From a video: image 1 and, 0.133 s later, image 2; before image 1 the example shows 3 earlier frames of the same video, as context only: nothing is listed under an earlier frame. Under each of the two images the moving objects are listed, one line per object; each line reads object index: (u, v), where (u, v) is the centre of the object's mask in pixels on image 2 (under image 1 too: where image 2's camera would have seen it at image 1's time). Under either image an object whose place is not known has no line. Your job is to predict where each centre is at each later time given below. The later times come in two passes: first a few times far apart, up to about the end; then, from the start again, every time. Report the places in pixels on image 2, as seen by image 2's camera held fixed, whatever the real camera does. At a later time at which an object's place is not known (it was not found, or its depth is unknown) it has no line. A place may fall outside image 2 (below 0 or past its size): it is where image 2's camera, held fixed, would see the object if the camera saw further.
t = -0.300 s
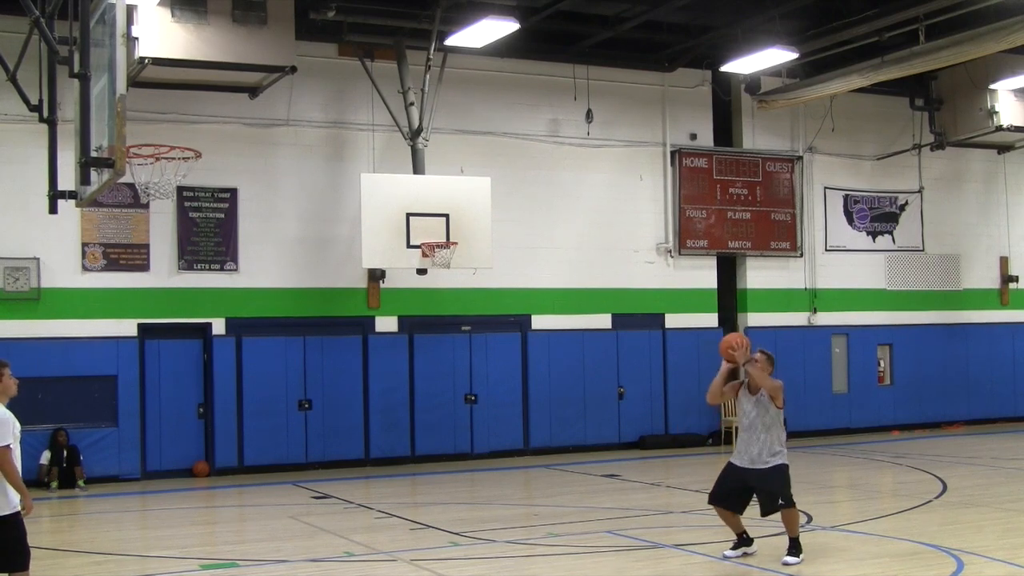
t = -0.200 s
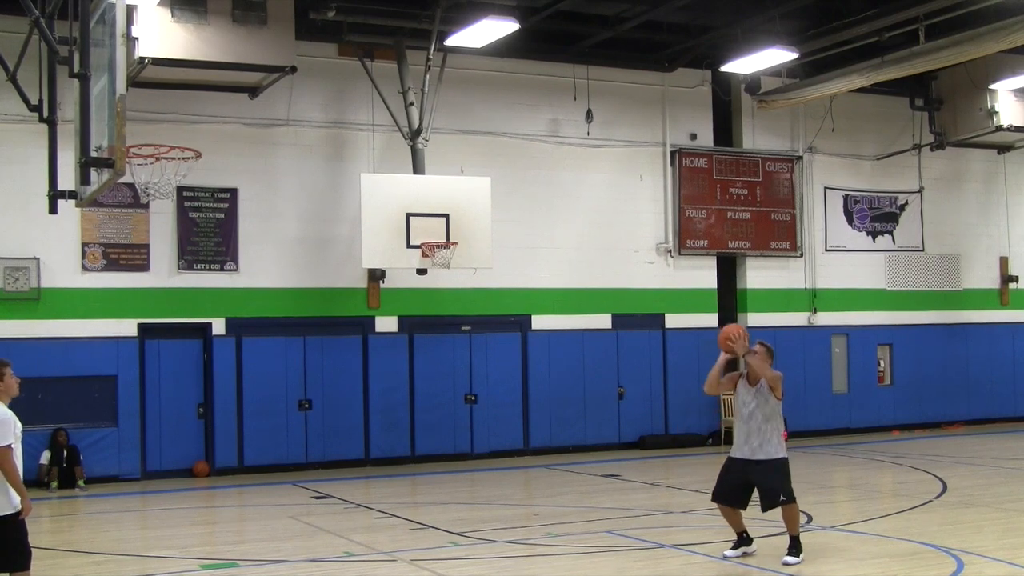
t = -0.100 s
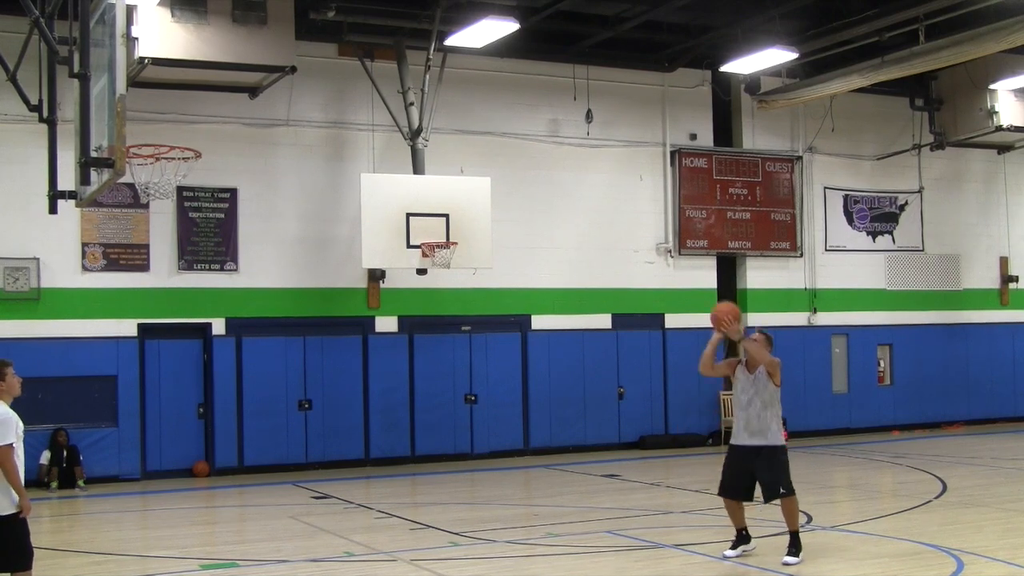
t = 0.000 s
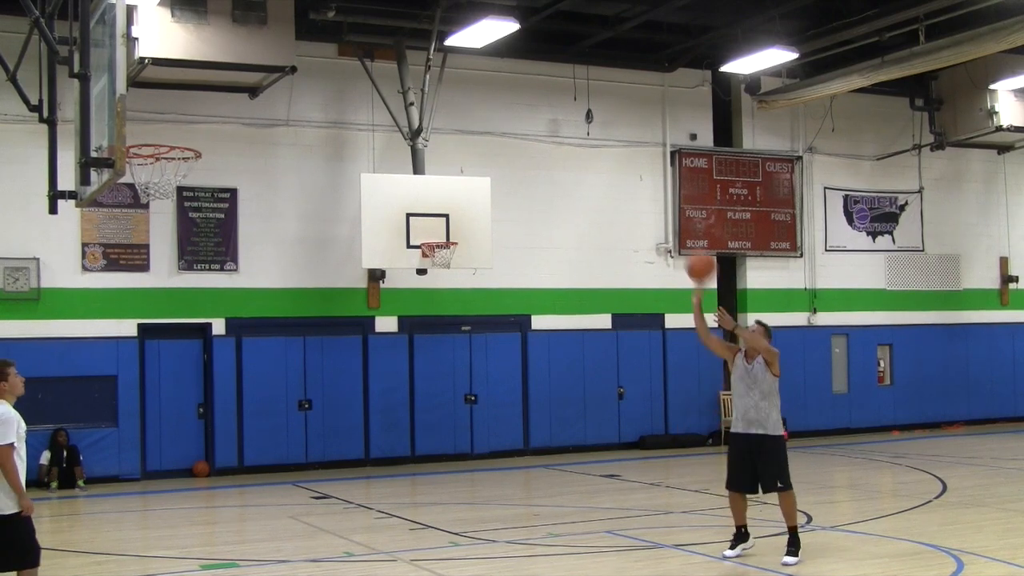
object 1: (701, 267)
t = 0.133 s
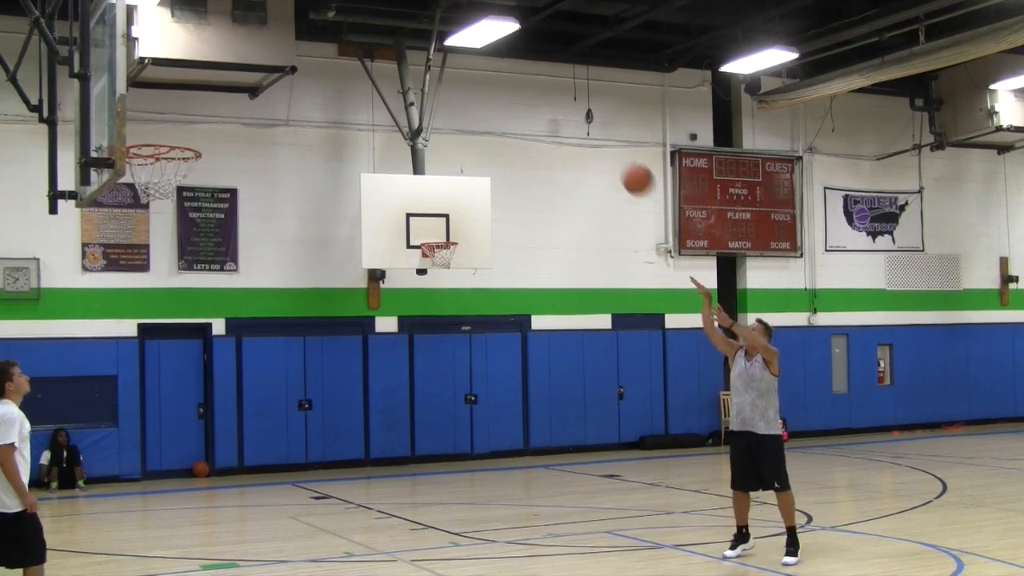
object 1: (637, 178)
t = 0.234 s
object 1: (589, 126)
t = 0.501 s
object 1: (452, 41)
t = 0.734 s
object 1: (331, 41)
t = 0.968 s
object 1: (195, 120)
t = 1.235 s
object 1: (147, 190)
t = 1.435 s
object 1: (174, 249)
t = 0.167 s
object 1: (622, 160)
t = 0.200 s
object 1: (606, 143)
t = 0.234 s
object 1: (589, 126)
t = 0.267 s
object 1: (572, 111)
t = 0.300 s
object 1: (556, 97)
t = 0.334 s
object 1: (540, 85)
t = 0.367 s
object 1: (523, 73)
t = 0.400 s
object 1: (507, 63)
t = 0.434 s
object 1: (491, 57)
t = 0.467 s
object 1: (472, 50)
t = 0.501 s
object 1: (452, 41)
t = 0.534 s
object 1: (435, 36)
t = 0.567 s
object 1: (419, 33)
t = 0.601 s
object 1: (403, 32)
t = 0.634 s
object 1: (385, 32)
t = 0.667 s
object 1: (367, 34)
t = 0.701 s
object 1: (349, 37)
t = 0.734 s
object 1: (331, 41)
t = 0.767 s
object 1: (312, 47)
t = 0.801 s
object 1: (293, 55)
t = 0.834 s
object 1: (274, 64)
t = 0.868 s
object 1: (255, 76)
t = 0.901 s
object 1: (235, 89)
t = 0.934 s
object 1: (216, 103)
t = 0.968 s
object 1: (195, 120)
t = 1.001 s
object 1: (176, 134)
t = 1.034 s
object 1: (155, 159)
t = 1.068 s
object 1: (138, 172)
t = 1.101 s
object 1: (134, 191)
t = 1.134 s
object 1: (135, 188)
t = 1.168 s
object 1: (139, 186)
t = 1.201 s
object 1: (143, 187)
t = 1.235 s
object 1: (147, 190)
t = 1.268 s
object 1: (152, 196)
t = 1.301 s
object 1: (156, 203)
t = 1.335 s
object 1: (161, 212)
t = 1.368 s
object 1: (166, 224)
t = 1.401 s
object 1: (170, 236)
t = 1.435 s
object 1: (174, 249)
